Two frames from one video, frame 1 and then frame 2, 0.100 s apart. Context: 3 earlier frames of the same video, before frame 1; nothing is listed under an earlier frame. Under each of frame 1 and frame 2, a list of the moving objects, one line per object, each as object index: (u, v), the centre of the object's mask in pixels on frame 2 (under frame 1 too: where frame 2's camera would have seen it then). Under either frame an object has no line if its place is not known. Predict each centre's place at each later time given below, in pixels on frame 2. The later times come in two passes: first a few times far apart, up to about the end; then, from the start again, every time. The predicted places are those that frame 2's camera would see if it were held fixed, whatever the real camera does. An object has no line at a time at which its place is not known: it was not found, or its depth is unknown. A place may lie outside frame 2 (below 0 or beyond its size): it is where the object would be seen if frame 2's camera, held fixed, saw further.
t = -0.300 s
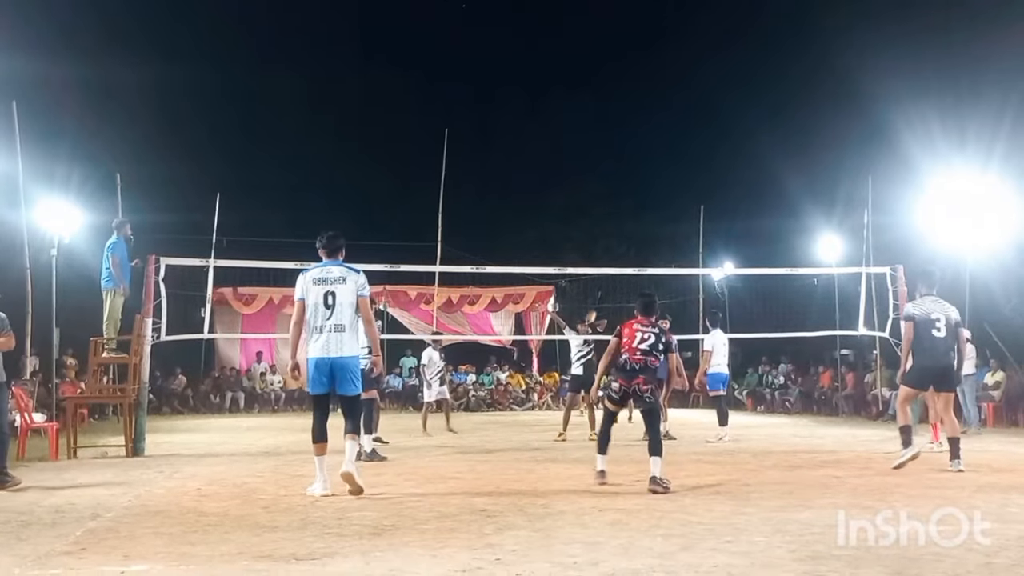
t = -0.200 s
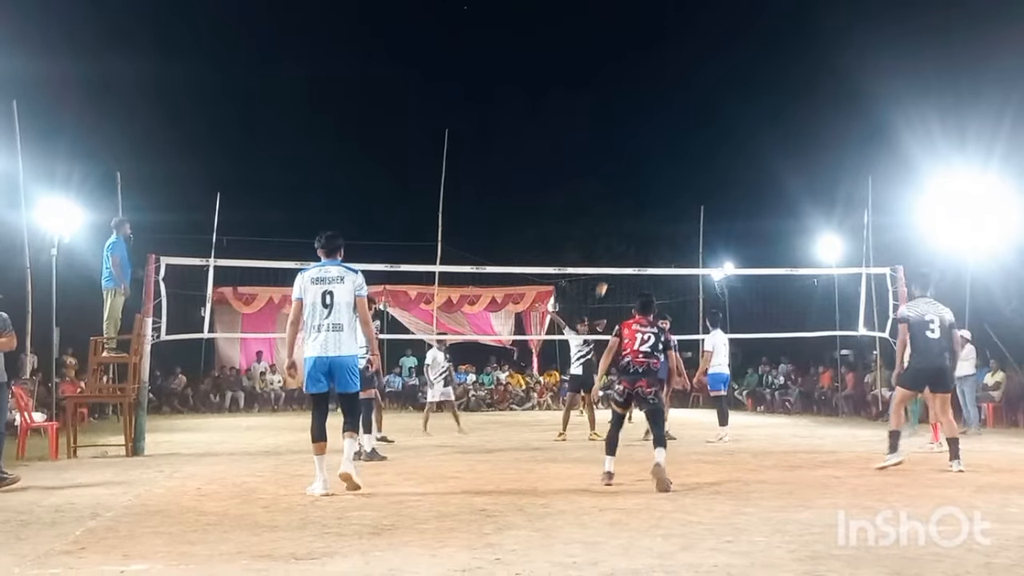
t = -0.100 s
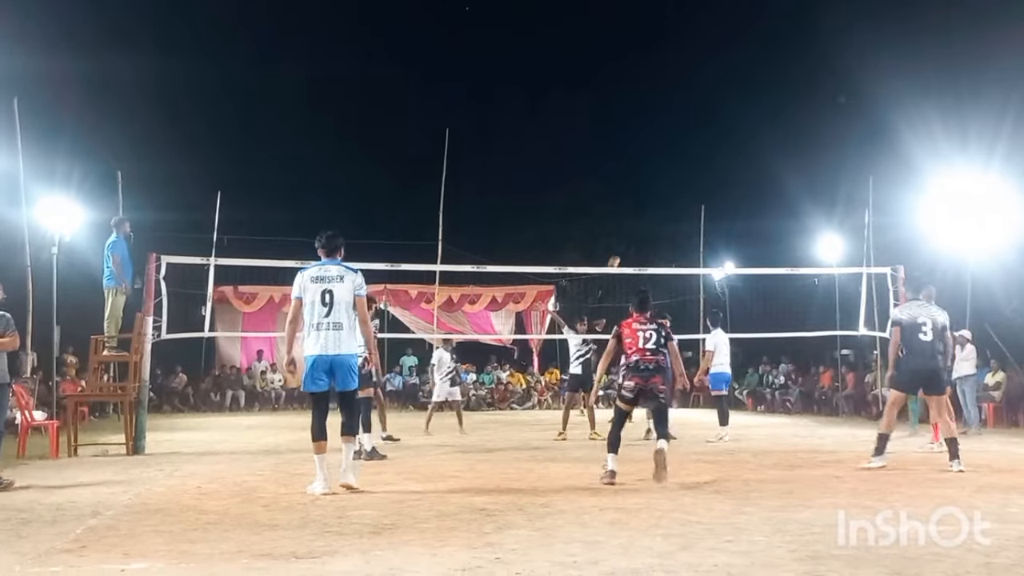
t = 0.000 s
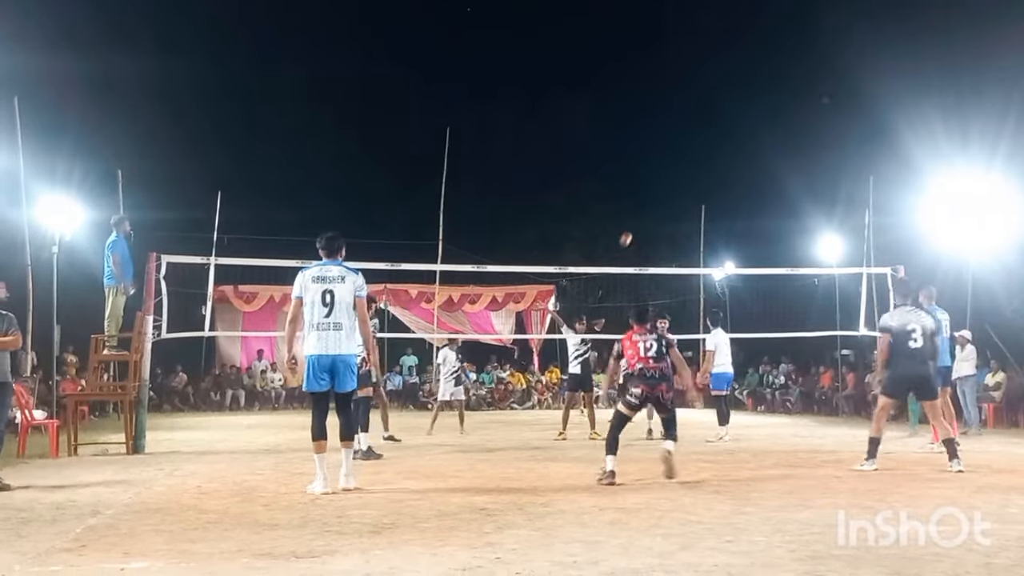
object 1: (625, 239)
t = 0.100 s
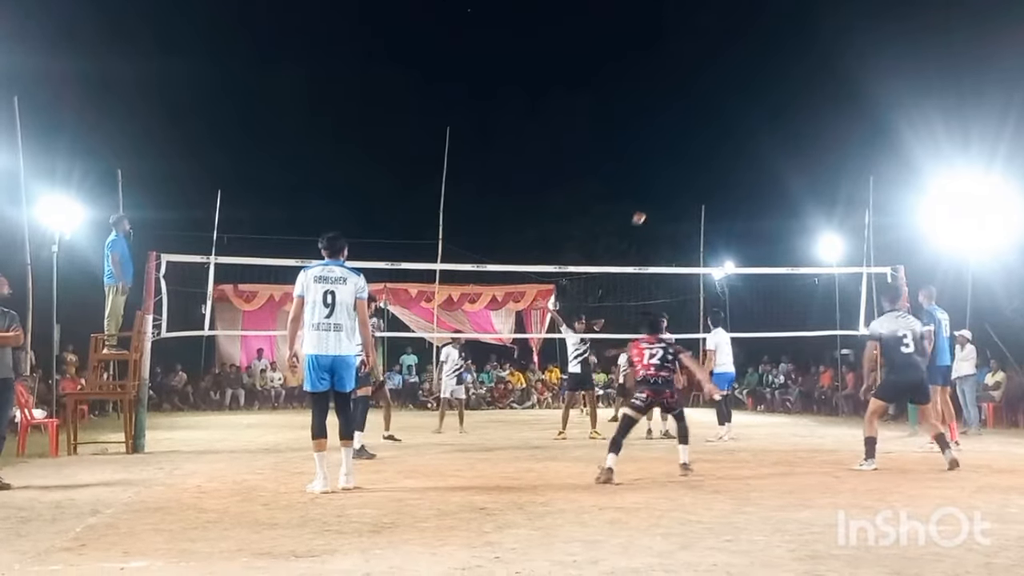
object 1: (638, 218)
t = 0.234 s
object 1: (657, 197)
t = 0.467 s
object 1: (695, 182)
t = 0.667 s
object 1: (733, 195)
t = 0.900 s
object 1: (784, 255)
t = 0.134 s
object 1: (643, 212)
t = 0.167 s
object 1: (647, 207)
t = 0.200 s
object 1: (652, 202)
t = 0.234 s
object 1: (657, 197)
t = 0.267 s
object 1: (662, 194)
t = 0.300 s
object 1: (667, 190)
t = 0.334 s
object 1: (672, 188)
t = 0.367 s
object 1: (678, 186)
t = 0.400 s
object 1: (683, 184)
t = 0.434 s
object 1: (689, 183)
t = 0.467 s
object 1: (695, 182)
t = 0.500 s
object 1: (701, 182)
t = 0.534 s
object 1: (707, 183)
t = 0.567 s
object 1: (713, 185)
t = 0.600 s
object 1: (719, 187)
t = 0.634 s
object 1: (726, 191)
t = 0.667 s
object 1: (733, 195)
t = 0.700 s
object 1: (739, 200)
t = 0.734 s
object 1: (747, 206)
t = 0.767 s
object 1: (754, 214)
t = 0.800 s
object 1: (761, 222)
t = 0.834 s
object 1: (768, 232)
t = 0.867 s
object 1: (776, 243)
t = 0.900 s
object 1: (784, 255)
